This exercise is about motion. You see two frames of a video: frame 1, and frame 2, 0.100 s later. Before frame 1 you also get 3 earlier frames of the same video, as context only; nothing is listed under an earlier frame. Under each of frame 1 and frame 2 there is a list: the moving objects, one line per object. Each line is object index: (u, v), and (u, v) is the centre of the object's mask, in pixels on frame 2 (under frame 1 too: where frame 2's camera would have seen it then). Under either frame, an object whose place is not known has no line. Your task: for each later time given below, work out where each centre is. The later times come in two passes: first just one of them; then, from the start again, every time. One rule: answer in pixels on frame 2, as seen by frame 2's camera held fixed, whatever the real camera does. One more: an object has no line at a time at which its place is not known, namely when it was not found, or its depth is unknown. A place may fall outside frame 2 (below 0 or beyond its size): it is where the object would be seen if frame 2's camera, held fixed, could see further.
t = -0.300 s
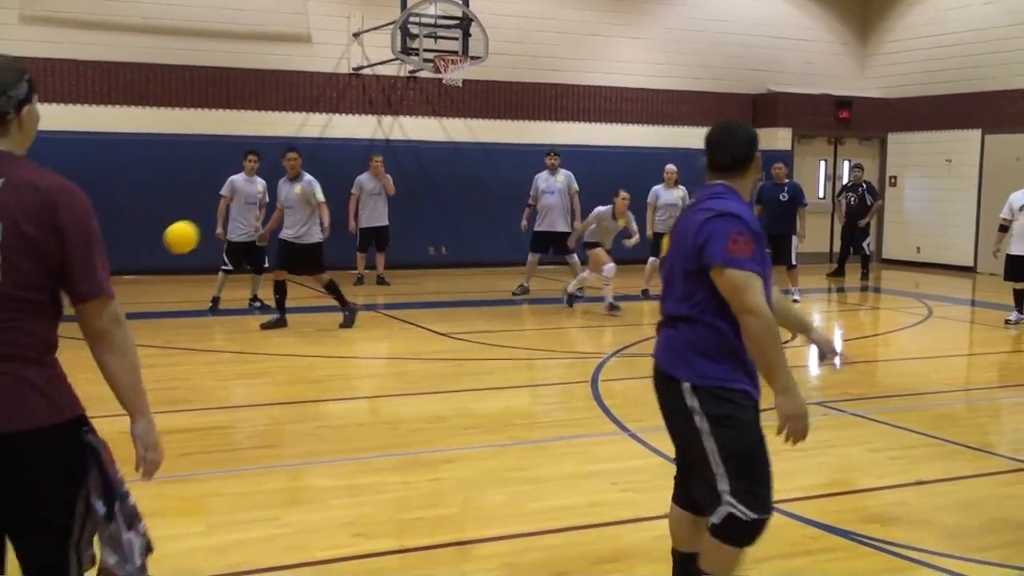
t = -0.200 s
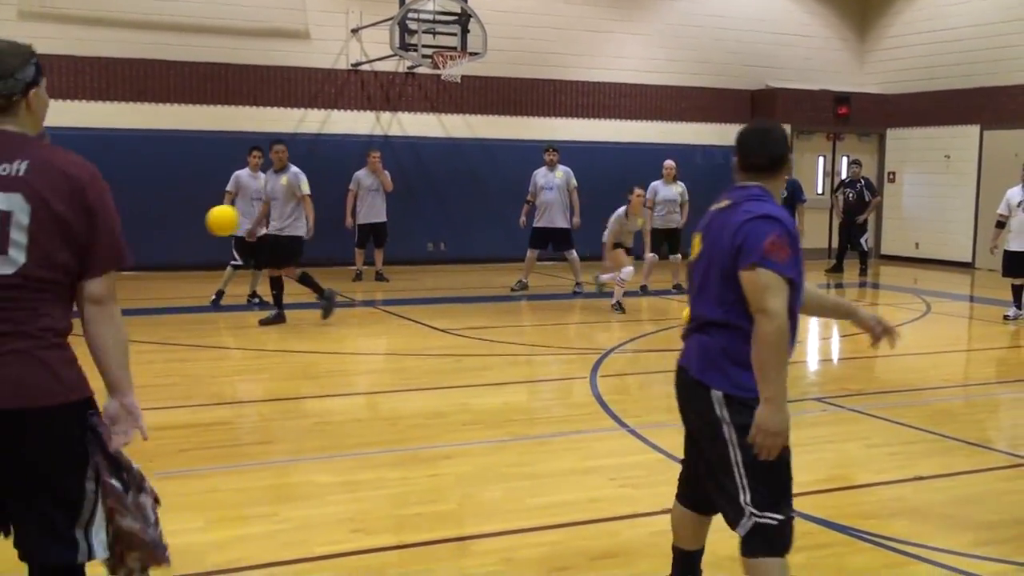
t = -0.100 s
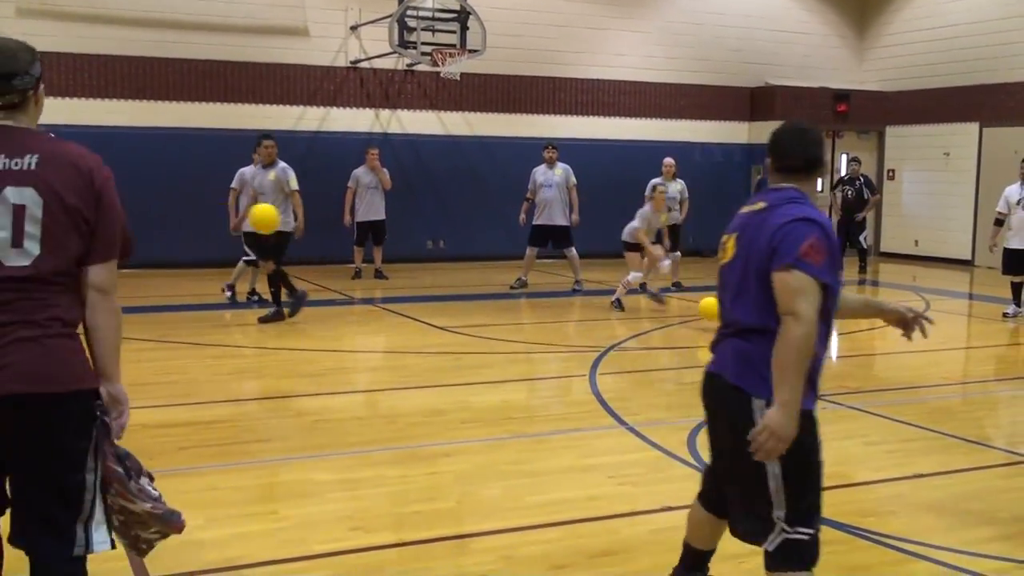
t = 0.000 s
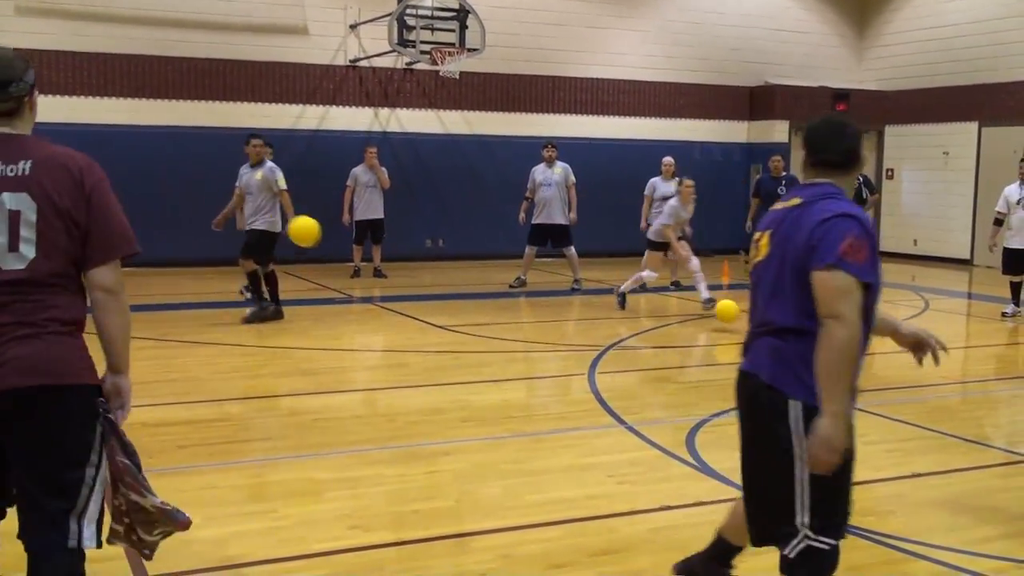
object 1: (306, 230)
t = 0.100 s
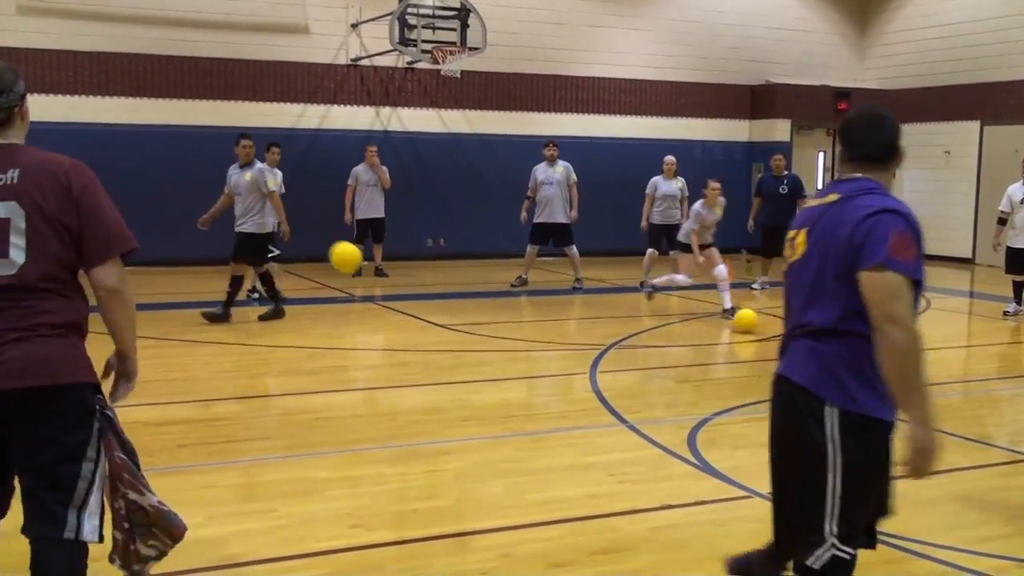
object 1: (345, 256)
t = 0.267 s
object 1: (409, 326)
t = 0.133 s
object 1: (358, 268)
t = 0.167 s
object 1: (371, 281)
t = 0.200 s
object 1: (384, 294)
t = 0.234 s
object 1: (397, 309)
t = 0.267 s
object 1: (409, 326)
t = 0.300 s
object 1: (422, 346)
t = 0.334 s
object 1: (433, 341)
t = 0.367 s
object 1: (445, 325)
